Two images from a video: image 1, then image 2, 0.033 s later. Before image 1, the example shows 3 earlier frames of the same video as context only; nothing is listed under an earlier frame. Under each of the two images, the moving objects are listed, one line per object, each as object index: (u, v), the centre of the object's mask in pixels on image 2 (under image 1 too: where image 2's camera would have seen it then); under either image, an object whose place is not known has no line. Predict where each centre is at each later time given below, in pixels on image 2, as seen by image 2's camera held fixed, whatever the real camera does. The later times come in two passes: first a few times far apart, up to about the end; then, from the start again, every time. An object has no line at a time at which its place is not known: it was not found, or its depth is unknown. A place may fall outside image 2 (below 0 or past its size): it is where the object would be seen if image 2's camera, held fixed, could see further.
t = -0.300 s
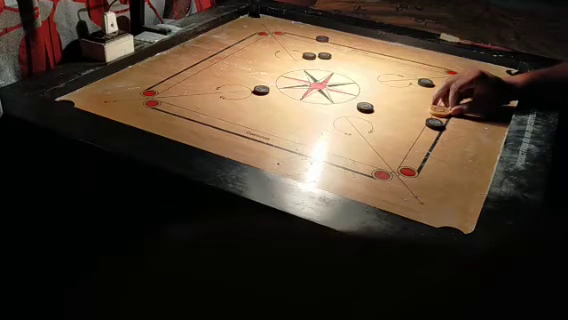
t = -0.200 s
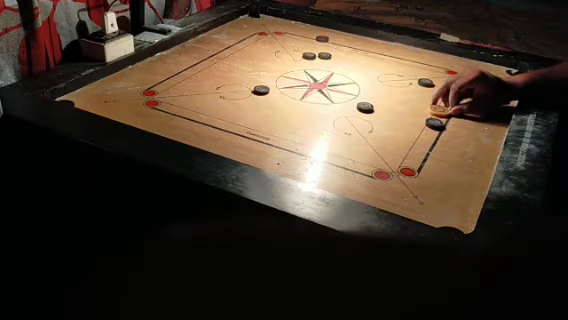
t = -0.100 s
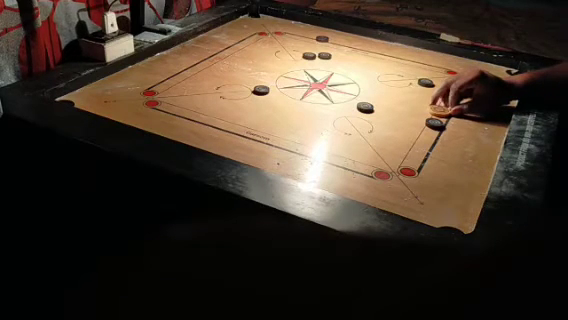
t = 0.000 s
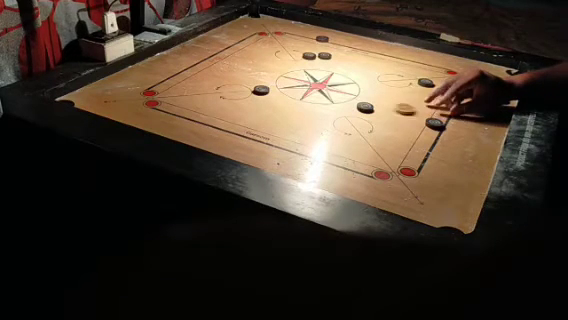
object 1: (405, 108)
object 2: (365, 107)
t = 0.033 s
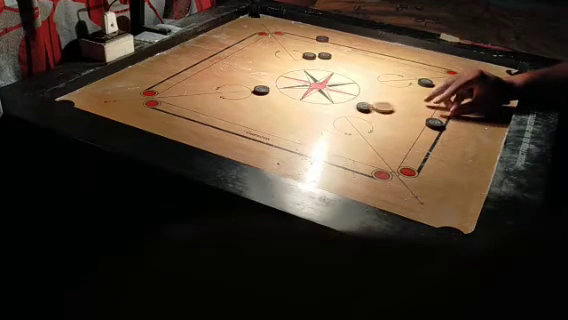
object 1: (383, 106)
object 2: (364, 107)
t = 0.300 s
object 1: (320, 98)
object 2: (178, 108)
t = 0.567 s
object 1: (308, 96)
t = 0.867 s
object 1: (308, 96)
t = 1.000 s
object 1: (308, 96)
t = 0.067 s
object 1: (372, 104)
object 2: (339, 107)
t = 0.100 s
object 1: (362, 103)
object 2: (313, 107)
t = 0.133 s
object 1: (353, 102)
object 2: (288, 108)
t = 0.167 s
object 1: (344, 101)
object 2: (264, 108)
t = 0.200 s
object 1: (337, 100)
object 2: (241, 108)
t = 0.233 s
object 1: (330, 99)
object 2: (219, 108)
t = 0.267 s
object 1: (325, 99)
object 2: (197, 108)
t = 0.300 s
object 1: (320, 98)
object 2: (178, 108)
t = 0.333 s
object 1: (316, 98)
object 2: (157, 109)
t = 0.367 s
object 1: (313, 97)
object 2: (138, 109)
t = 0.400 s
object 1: (310, 97)
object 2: (120, 109)
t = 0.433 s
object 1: (308, 96)
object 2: (104, 109)
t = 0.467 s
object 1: (308, 96)
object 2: (90, 107)
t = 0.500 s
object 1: (308, 96)
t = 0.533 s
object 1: (308, 96)
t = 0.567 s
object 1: (308, 96)
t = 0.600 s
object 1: (308, 96)
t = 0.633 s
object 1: (308, 96)
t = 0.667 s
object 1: (308, 96)
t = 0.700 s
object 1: (308, 96)
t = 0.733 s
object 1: (308, 96)
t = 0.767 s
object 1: (308, 96)
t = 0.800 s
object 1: (308, 96)
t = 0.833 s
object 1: (308, 96)
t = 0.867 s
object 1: (308, 96)
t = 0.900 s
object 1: (308, 96)
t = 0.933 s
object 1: (308, 96)
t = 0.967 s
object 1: (308, 96)
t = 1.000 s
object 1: (308, 96)
